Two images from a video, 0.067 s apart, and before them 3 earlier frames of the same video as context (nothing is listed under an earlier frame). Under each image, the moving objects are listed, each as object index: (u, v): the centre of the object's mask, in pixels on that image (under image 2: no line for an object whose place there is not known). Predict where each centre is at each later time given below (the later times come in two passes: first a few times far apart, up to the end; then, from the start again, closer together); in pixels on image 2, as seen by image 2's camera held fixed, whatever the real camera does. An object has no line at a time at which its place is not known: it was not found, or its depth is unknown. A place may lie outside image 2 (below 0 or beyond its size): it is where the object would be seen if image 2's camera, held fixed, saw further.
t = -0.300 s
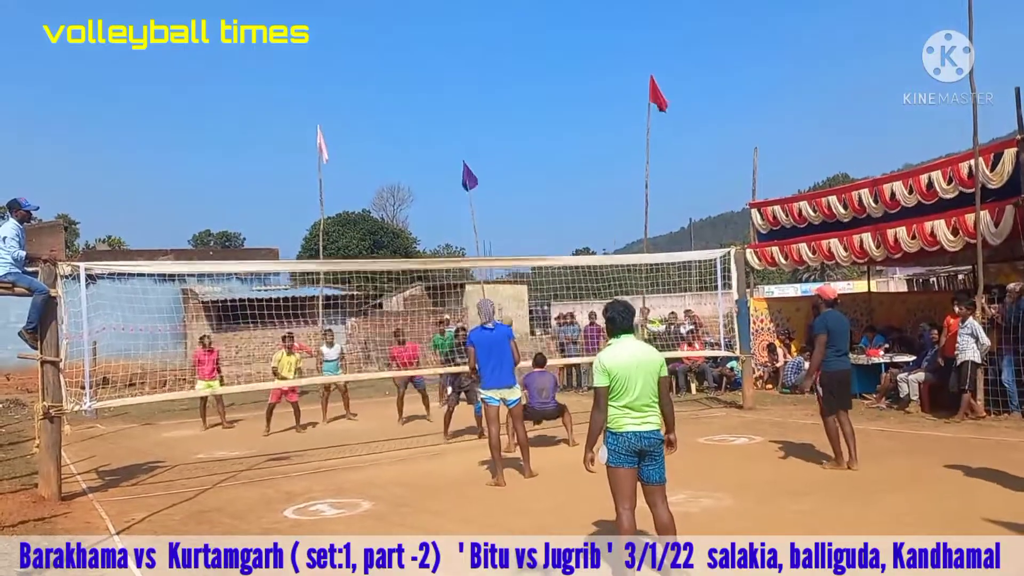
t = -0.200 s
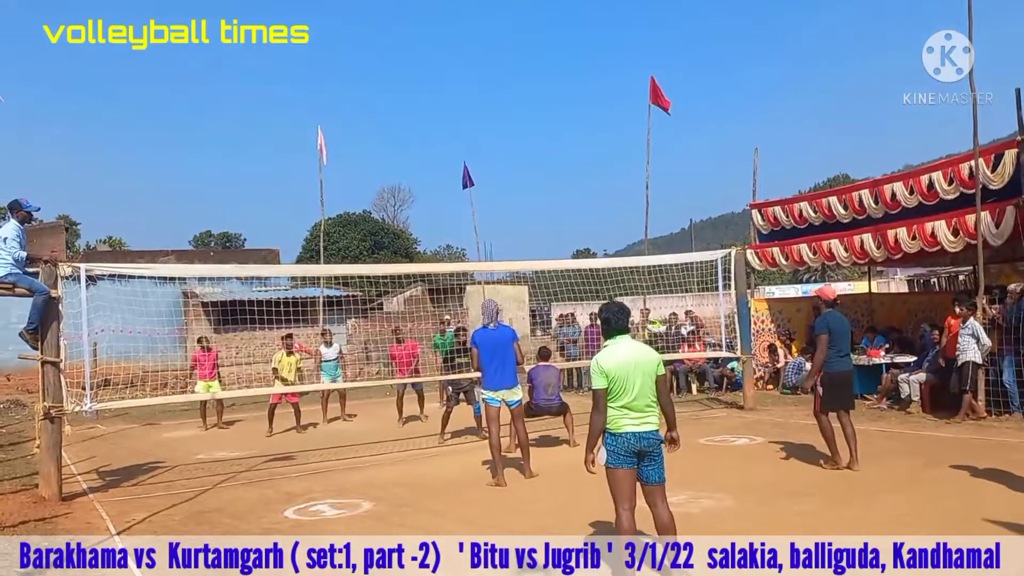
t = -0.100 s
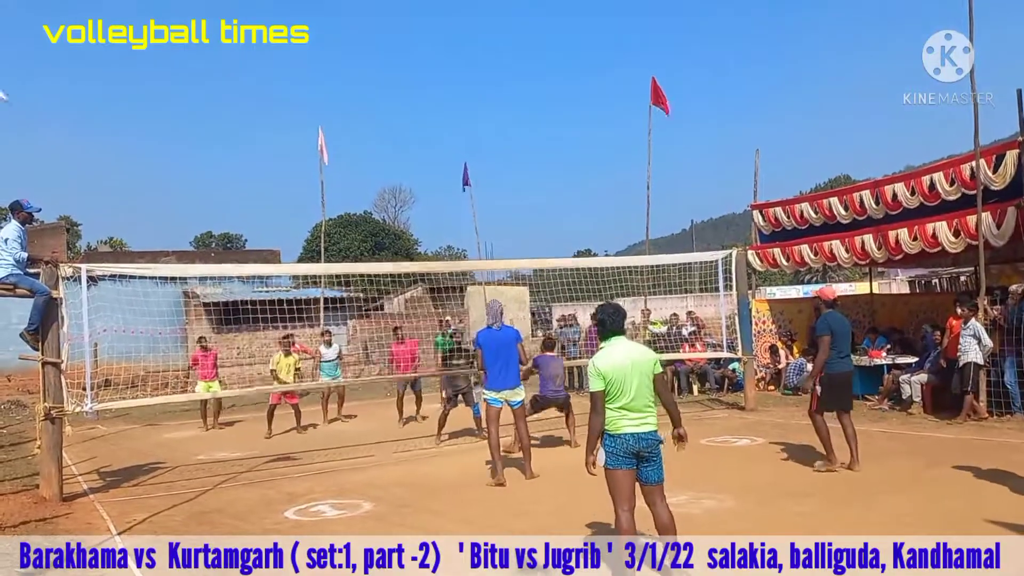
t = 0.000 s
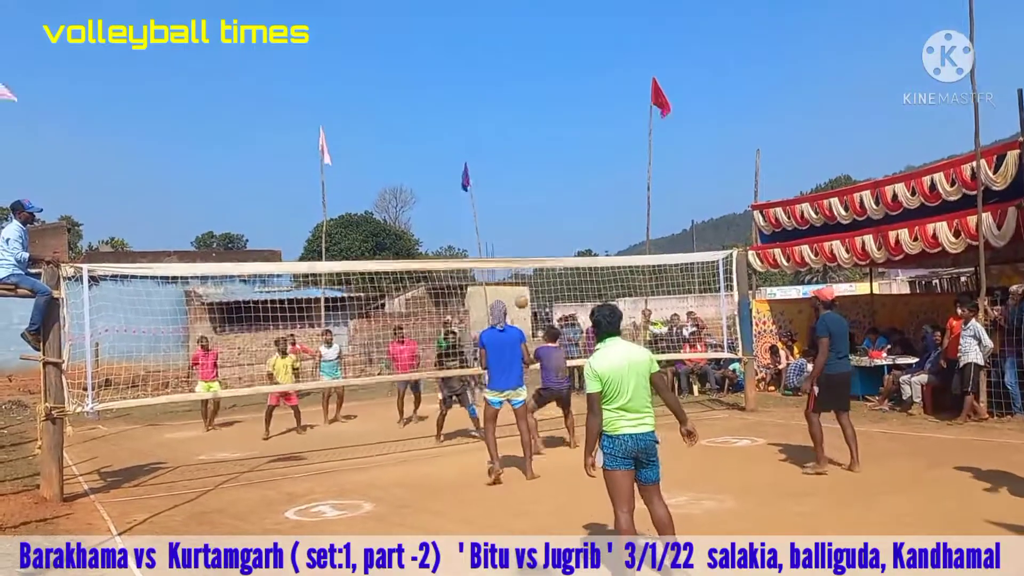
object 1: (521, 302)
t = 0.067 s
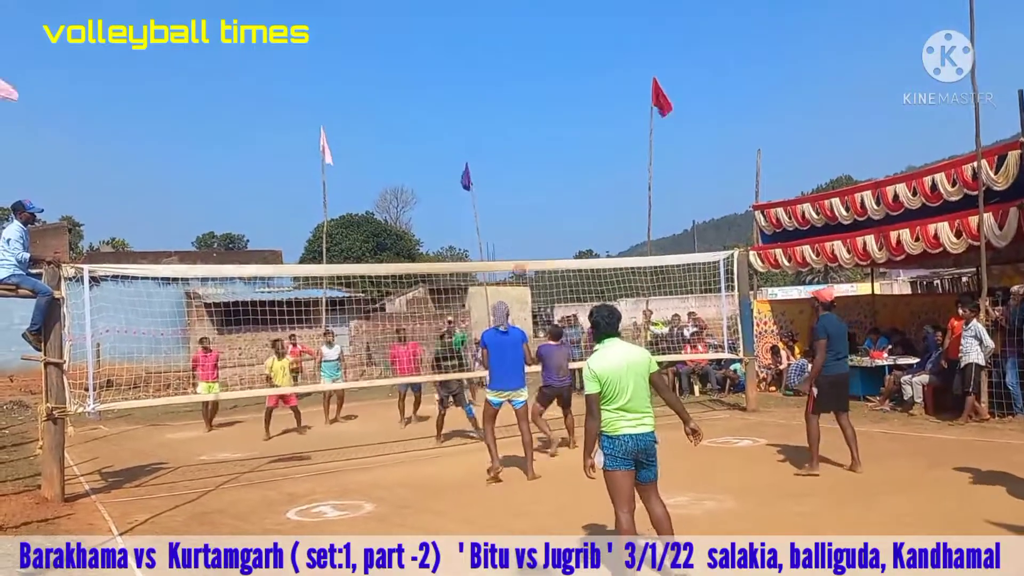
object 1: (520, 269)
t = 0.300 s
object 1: (510, 182)
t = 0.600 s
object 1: (500, 126)
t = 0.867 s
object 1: (495, 140)
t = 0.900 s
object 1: (495, 148)
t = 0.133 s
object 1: (516, 241)
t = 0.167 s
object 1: (515, 228)
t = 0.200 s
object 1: (514, 215)
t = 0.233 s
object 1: (512, 203)
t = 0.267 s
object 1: (511, 193)
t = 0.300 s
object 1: (510, 182)
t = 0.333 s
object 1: (508, 172)
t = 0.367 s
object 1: (507, 163)
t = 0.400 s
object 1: (506, 154)
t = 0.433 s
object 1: (505, 148)
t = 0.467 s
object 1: (504, 142)
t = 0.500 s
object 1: (503, 136)
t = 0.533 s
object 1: (502, 132)
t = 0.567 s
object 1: (501, 128)
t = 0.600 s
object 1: (500, 126)
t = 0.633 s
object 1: (500, 124)
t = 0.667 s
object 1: (499, 123)
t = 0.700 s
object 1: (498, 124)
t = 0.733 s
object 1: (497, 125)
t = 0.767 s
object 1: (497, 127)
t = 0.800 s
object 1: (496, 131)
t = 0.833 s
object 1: (496, 135)
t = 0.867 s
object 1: (495, 140)
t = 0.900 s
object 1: (495, 148)
